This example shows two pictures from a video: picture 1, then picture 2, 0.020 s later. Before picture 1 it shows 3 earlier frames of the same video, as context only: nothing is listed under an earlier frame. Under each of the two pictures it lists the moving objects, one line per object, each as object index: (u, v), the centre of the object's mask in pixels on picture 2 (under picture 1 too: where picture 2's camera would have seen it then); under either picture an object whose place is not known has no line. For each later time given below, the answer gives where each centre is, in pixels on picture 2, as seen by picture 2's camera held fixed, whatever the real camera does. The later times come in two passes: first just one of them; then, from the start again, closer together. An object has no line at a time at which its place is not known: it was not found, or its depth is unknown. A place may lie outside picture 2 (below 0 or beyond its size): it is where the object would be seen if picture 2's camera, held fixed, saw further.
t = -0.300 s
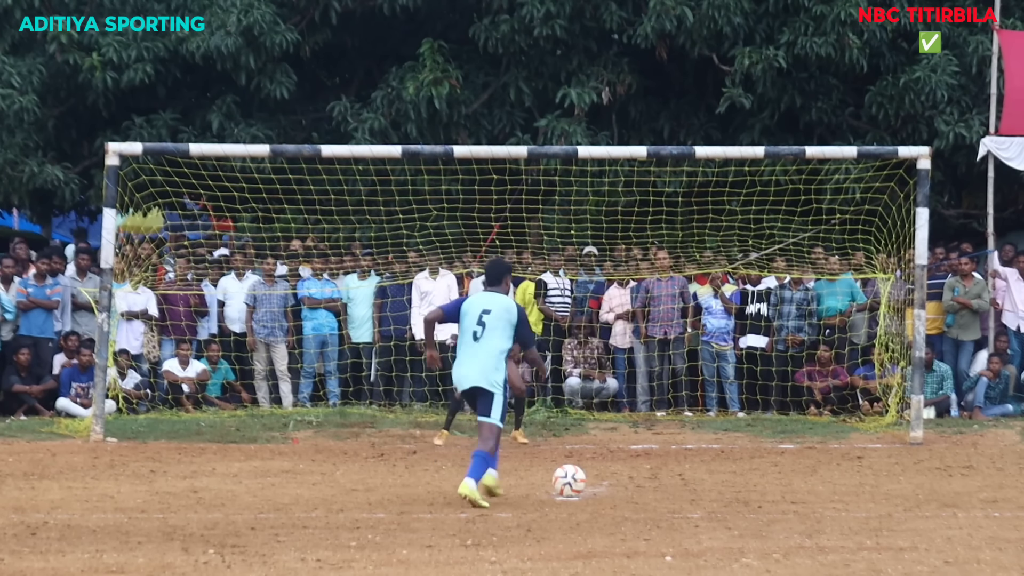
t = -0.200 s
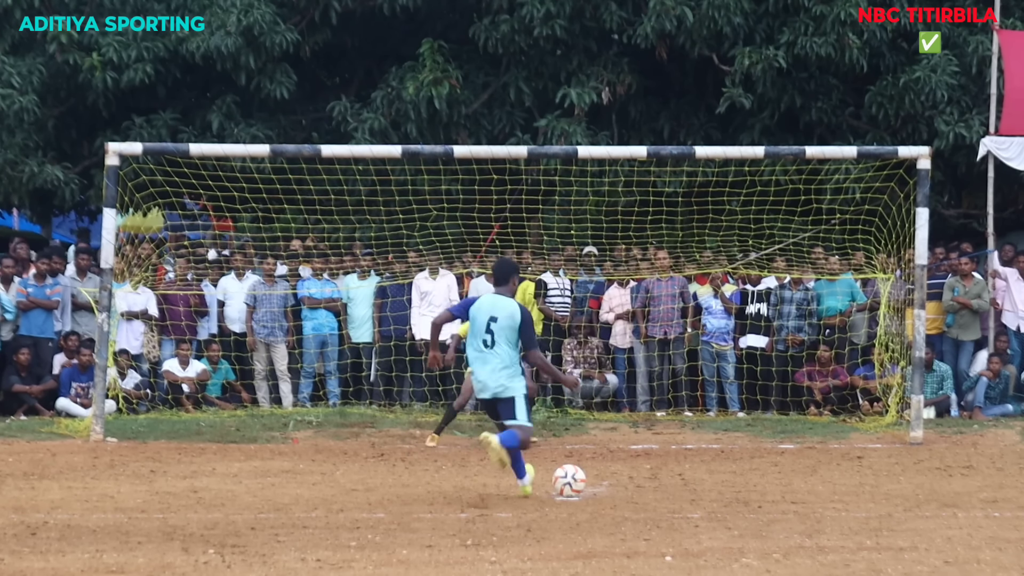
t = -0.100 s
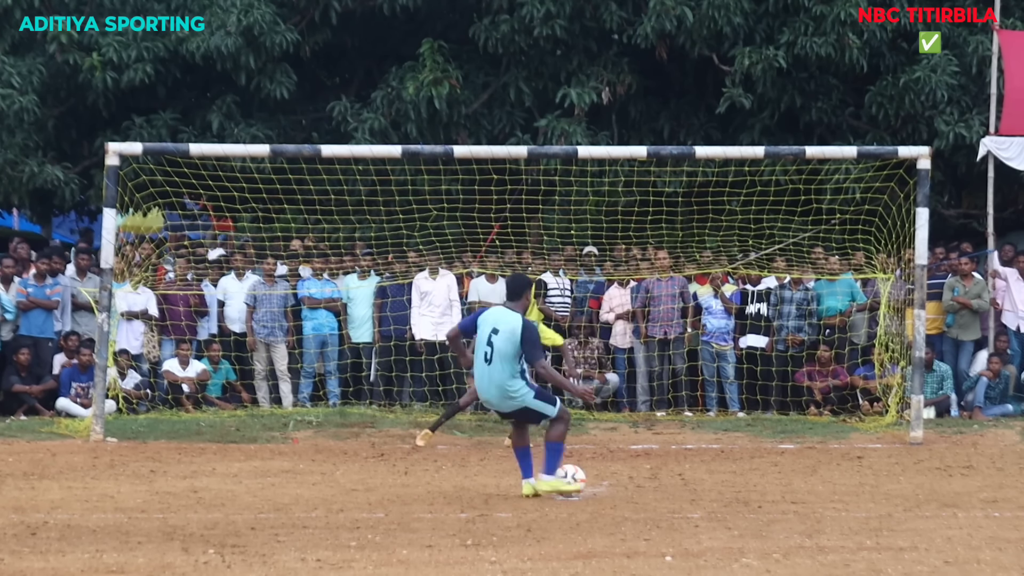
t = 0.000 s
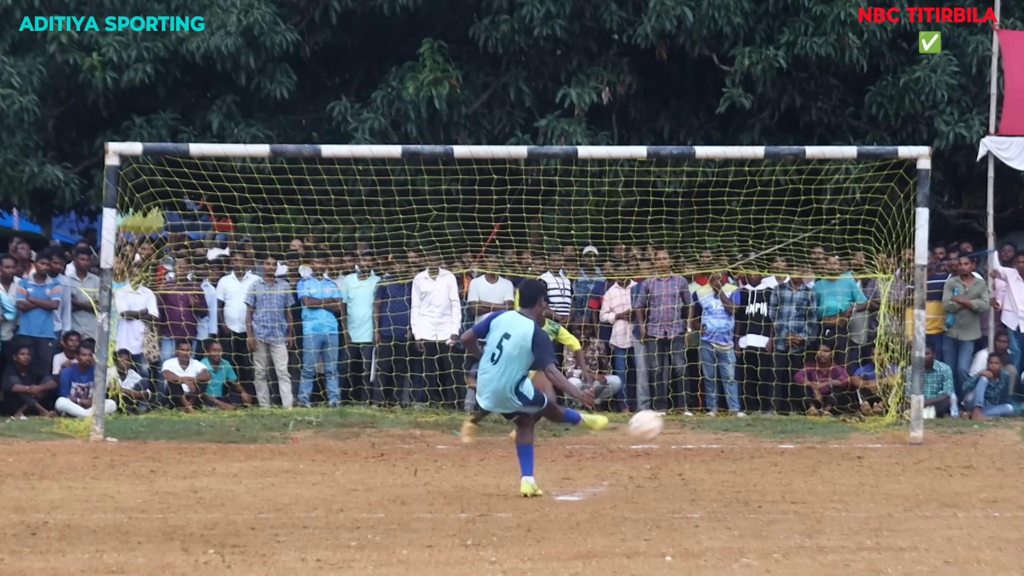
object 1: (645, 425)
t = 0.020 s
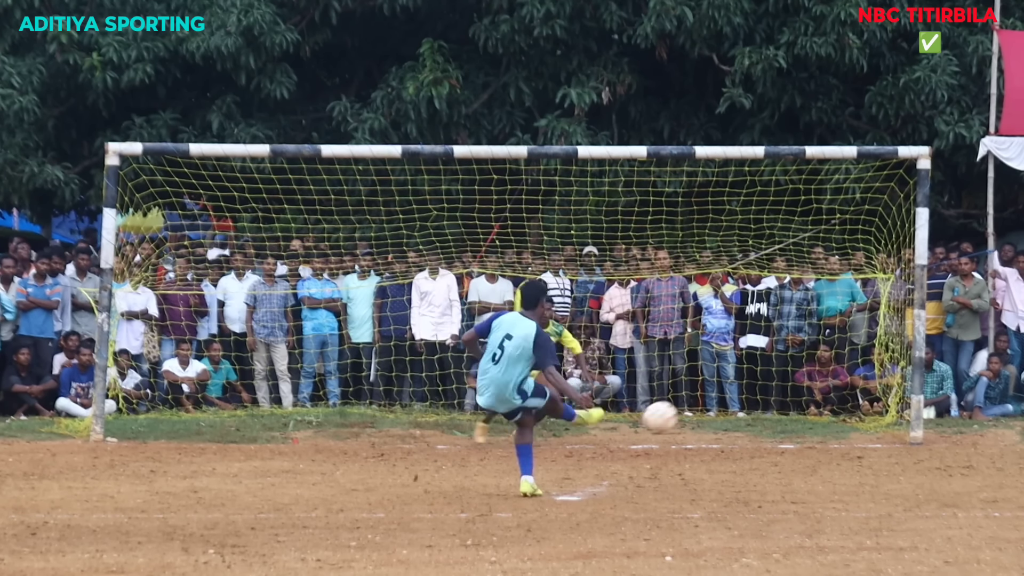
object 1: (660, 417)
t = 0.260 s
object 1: (786, 373)
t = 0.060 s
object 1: (687, 402)
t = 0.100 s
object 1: (712, 391)
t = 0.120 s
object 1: (724, 386)
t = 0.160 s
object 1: (745, 379)
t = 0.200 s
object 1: (763, 375)
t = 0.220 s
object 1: (771, 374)
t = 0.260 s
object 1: (786, 373)
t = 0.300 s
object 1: (800, 375)
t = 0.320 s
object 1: (807, 377)
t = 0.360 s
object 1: (818, 382)
